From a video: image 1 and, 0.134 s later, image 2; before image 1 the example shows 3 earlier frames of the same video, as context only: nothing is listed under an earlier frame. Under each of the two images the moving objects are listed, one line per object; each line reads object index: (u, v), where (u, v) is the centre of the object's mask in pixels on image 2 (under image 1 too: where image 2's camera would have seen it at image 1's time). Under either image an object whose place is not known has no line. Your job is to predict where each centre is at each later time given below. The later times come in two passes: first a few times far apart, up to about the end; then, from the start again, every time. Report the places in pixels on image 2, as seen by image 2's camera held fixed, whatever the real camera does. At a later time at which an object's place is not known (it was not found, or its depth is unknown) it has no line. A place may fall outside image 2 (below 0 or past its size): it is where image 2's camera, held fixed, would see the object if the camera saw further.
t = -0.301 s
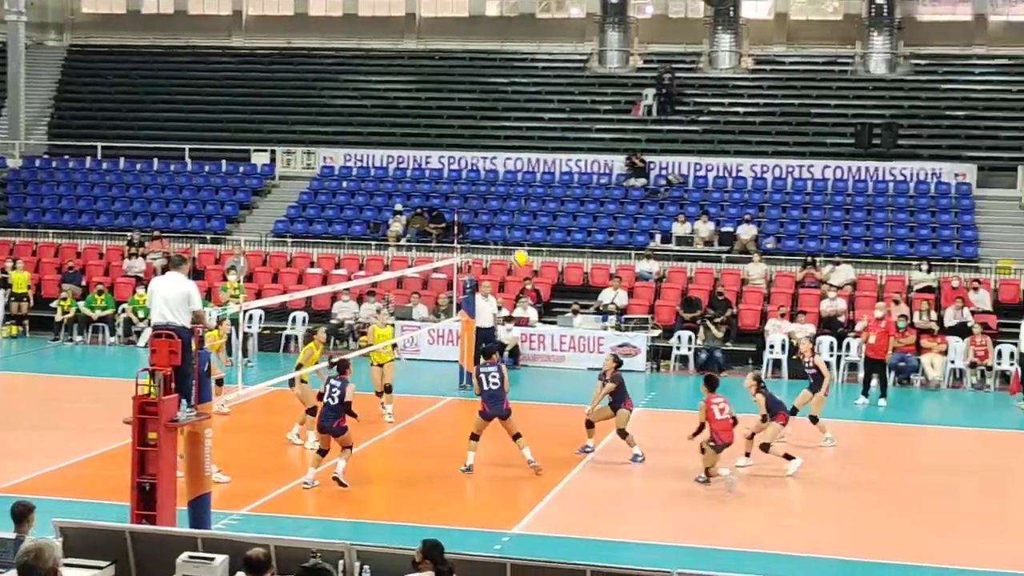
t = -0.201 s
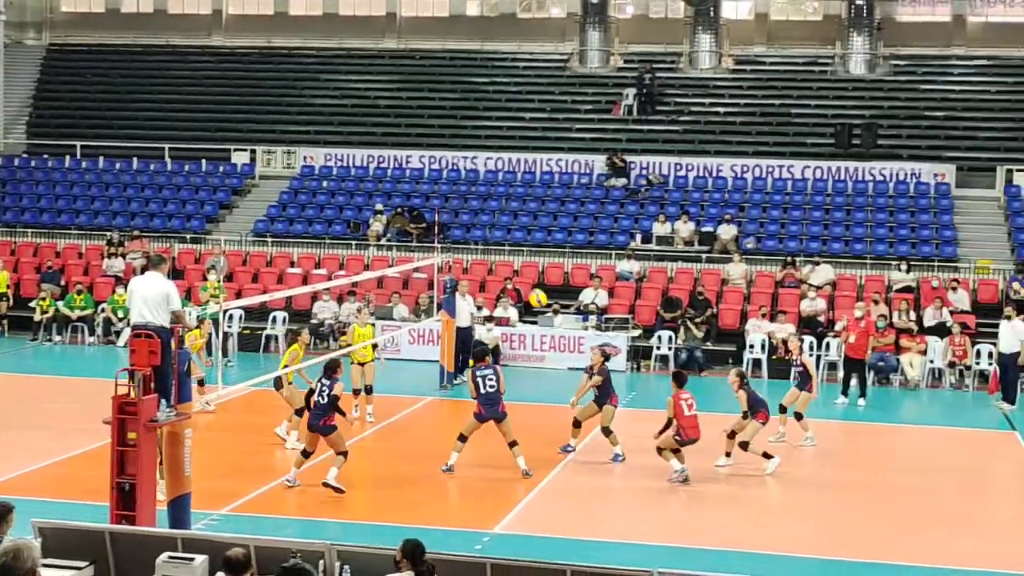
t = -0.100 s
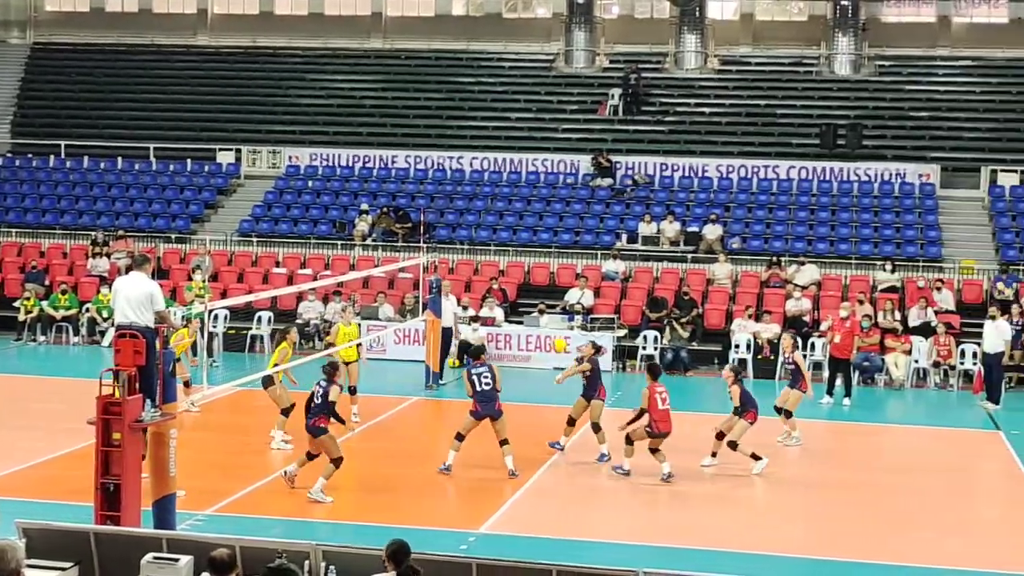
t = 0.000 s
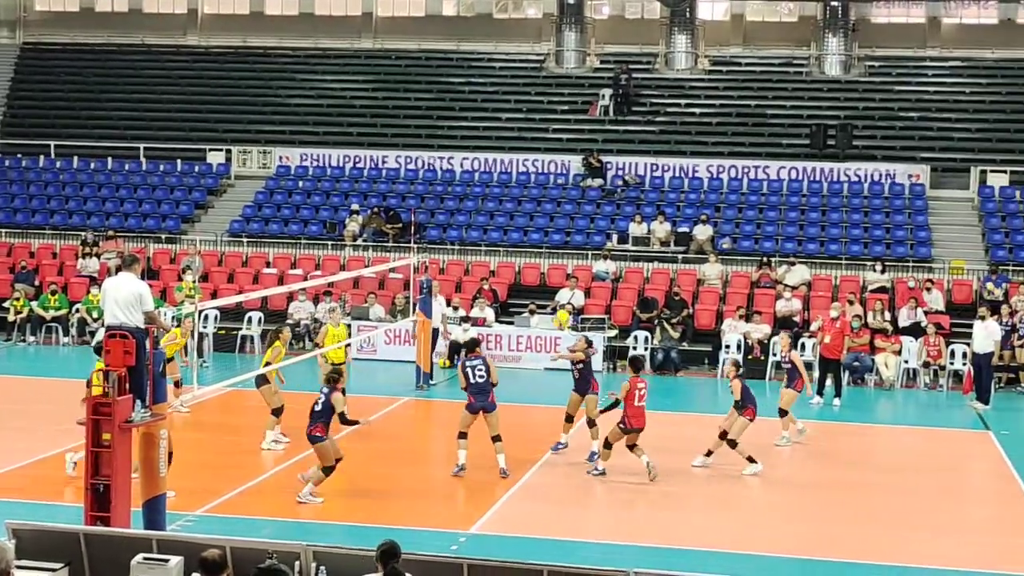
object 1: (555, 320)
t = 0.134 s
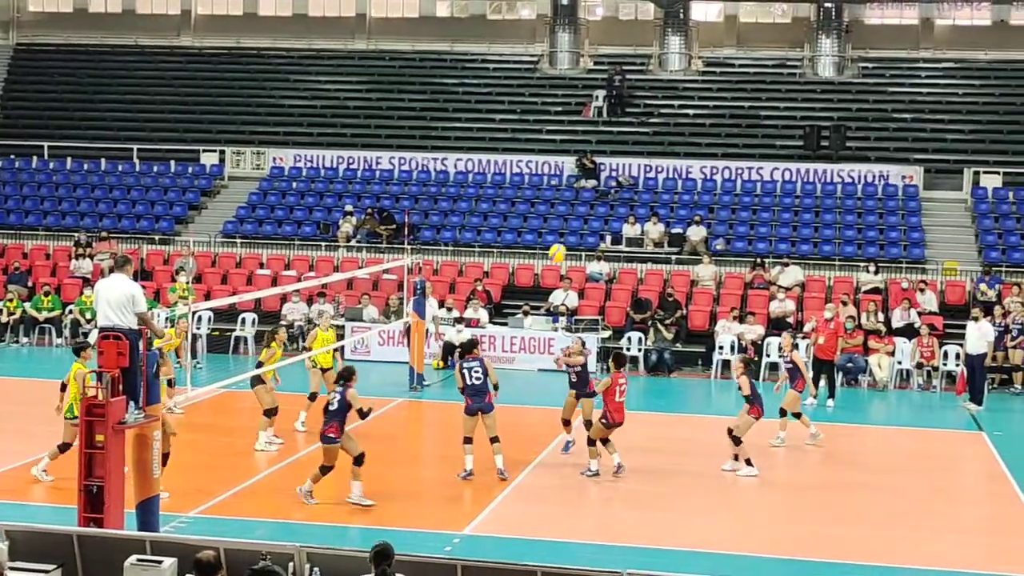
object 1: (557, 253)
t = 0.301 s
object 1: (558, 188)
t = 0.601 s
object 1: (560, 125)
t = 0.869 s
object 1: (559, 128)
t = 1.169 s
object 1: (555, 197)
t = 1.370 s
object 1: (552, 281)
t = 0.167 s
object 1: (557, 239)
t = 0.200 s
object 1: (558, 225)
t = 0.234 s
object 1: (558, 211)
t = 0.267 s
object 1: (558, 200)
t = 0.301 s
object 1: (558, 188)
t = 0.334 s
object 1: (558, 178)
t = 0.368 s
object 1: (558, 168)
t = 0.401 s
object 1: (559, 159)
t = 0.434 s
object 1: (559, 151)
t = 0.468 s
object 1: (559, 145)
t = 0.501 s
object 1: (559, 139)
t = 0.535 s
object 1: (559, 133)
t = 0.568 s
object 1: (559, 128)
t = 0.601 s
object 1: (560, 125)
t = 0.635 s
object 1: (560, 122)
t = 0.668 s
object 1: (559, 121)
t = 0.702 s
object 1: (559, 120)
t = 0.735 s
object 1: (559, 120)
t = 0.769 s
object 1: (559, 121)
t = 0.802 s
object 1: (559, 122)
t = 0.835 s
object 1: (559, 125)
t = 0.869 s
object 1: (559, 128)
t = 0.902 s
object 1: (559, 132)
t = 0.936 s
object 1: (558, 137)
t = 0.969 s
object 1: (558, 144)
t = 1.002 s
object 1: (557, 150)
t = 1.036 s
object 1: (557, 157)
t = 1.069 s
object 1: (556, 167)
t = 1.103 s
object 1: (556, 176)
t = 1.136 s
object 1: (556, 186)
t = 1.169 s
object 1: (555, 197)
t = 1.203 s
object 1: (555, 209)
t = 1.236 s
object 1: (554, 222)
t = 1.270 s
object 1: (554, 236)
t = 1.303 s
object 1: (553, 250)
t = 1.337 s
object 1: (553, 264)
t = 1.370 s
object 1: (552, 281)
